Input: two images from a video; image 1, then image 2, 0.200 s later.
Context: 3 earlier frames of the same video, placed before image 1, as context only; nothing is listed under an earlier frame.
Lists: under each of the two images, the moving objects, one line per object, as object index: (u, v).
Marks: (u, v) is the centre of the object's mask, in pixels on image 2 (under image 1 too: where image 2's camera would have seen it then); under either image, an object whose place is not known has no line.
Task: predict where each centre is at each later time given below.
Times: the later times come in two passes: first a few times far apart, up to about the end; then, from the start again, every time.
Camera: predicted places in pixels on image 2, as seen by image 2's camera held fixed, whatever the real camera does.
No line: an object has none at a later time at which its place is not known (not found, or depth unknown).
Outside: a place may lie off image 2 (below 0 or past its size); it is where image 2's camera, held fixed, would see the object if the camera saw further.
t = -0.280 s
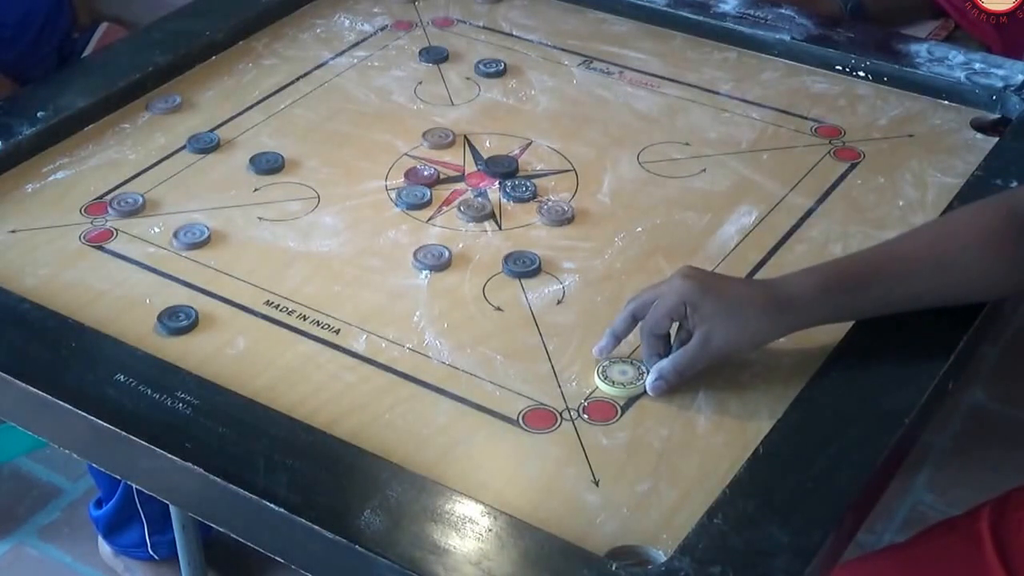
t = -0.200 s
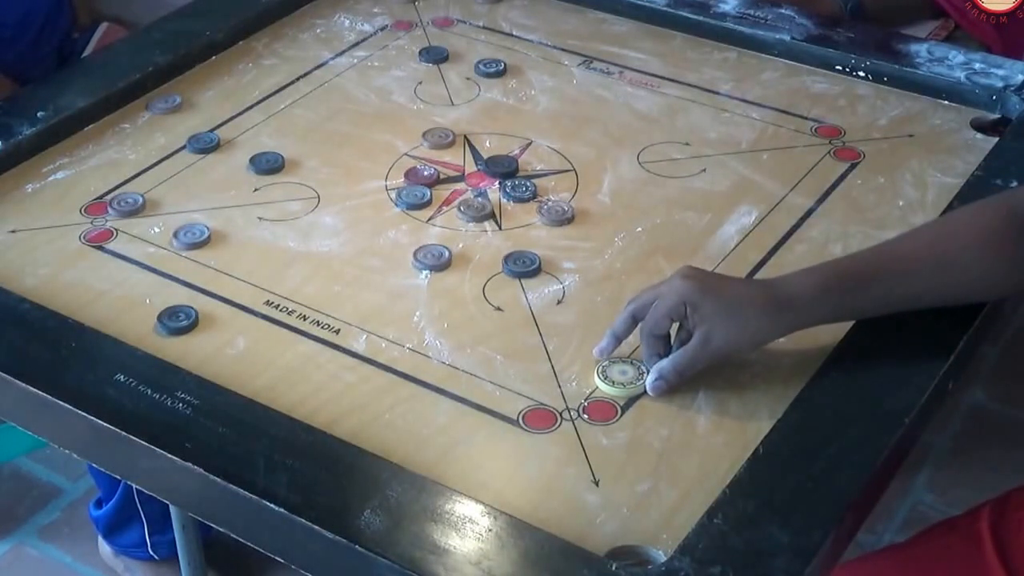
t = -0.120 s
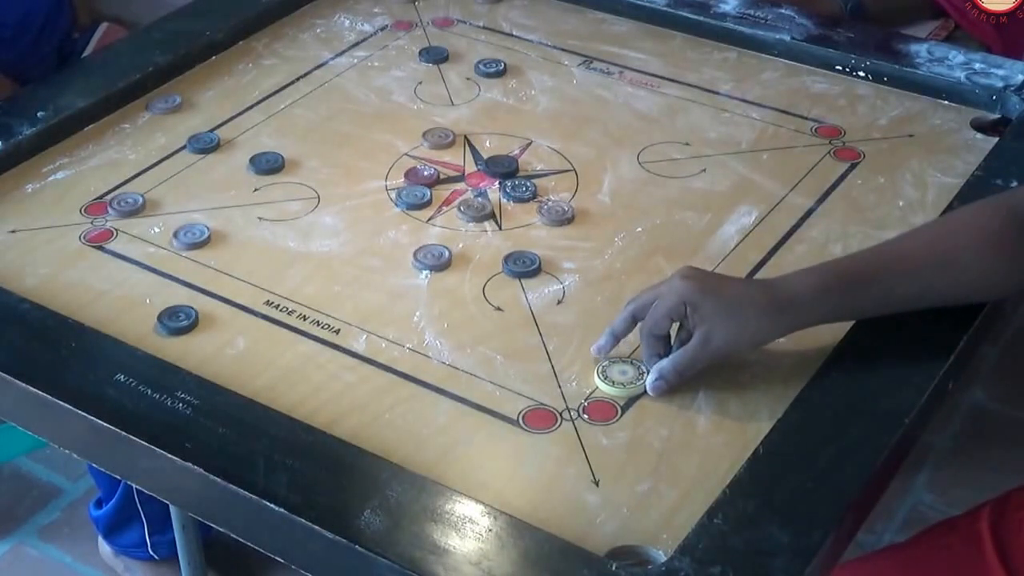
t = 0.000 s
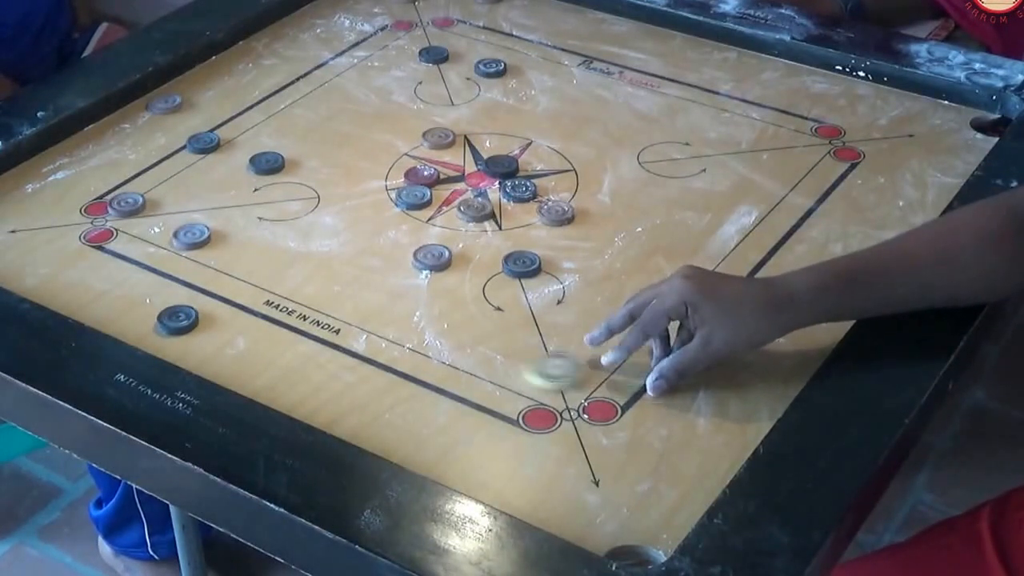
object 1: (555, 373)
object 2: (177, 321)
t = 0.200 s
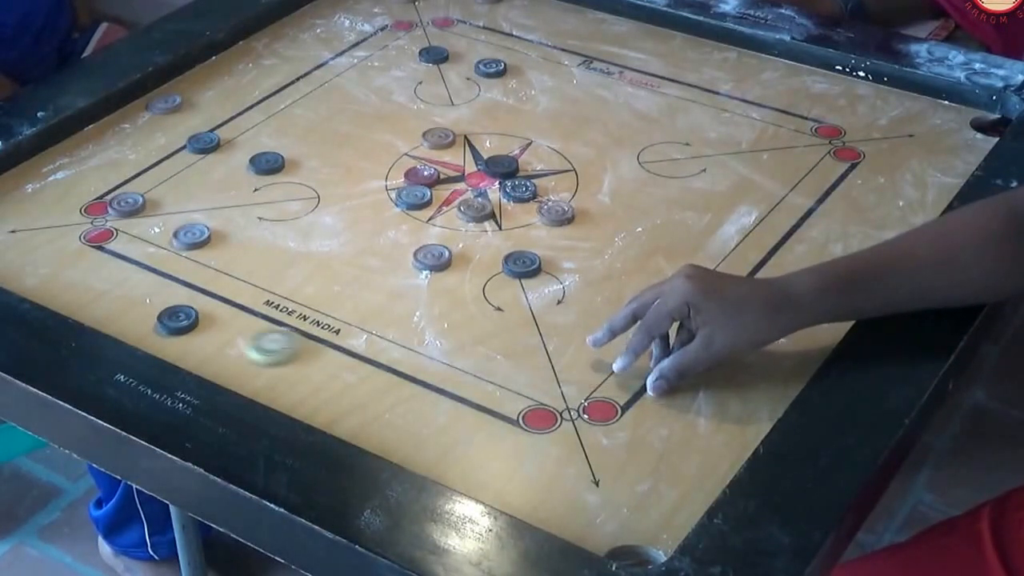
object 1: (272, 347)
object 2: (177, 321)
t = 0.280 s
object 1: (187, 342)
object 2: (161, 312)
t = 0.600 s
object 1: (133, 300)
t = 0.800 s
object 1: (133, 296)
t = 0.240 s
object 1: (226, 343)
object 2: (177, 321)
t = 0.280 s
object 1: (187, 342)
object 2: (161, 312)
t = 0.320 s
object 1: (162, 341)
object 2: (131, 296)
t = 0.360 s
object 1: (142, 337)
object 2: (105, 283)
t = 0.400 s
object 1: (137, 329)
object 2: (80, 271)
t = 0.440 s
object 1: (134, 321)
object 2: (57, 259)
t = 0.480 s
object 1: (133, 314)
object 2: (38, 250)
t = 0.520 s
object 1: (133, 308)
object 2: (20, 242)
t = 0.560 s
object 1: (133, 303)
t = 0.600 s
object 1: (133, 300)
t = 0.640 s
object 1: (133, 297)
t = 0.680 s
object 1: (133, 296)
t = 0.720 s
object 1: (133, 296)
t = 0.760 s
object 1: (134, 296)
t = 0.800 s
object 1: (133, 296)
